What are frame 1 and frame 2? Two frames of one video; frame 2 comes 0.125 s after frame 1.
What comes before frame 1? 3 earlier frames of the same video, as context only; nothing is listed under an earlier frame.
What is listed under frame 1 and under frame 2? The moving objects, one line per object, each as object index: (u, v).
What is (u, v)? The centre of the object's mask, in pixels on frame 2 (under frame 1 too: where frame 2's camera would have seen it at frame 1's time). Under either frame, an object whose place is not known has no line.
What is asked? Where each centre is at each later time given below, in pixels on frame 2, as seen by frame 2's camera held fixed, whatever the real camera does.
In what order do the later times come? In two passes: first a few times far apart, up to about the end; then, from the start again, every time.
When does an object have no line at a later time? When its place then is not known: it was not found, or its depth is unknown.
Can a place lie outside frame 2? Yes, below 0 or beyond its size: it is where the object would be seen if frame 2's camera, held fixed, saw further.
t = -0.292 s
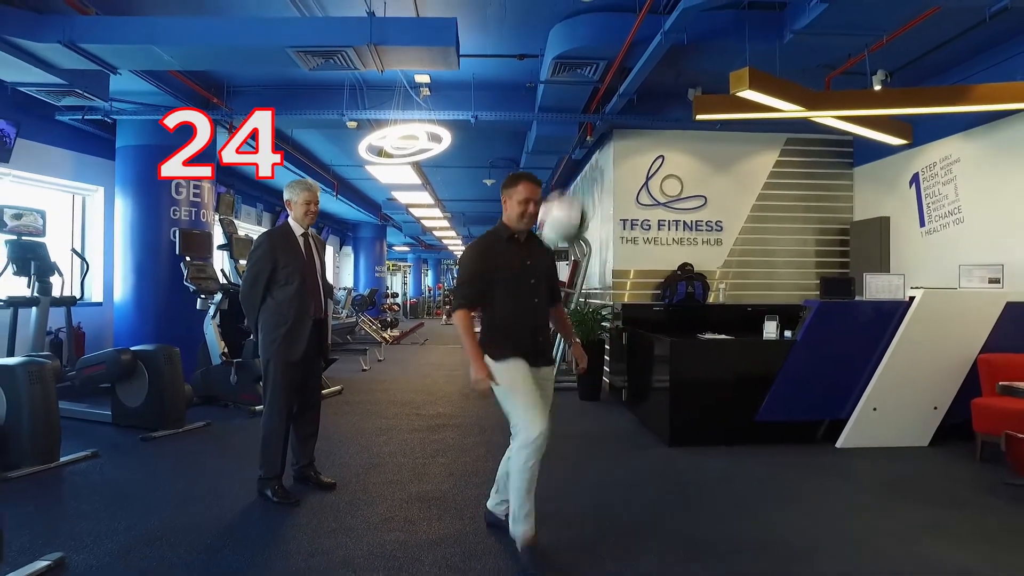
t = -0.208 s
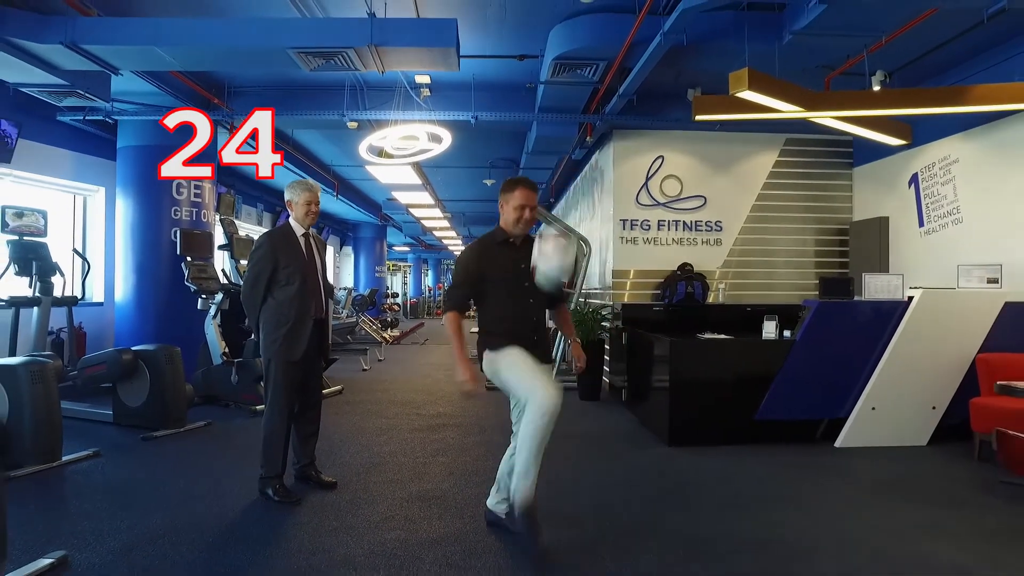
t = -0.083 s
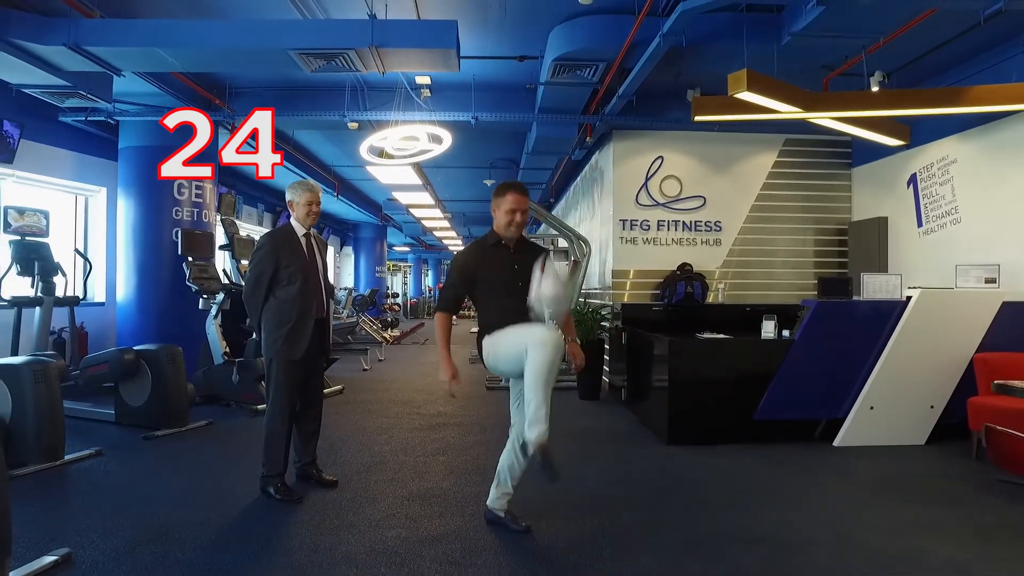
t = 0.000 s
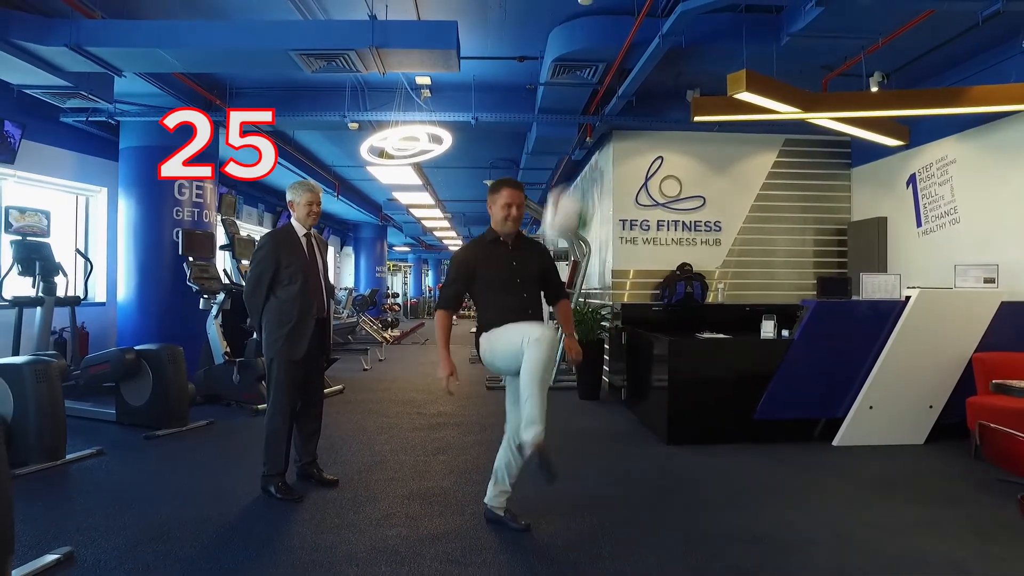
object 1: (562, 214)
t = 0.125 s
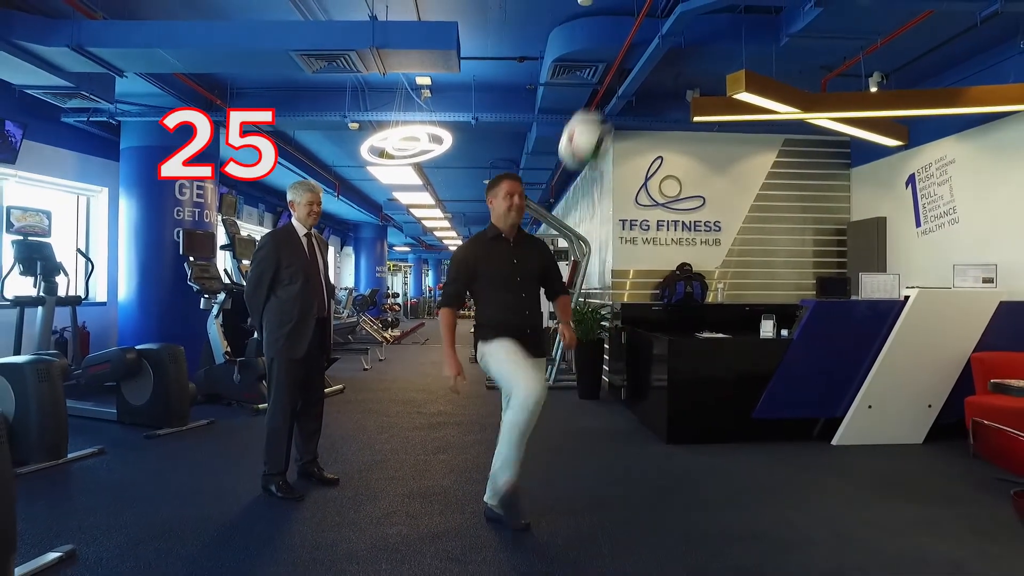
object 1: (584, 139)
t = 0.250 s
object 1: (604, 96)
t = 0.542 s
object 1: (651, 126)
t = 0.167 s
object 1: (591, 123)
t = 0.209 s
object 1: (598, 108)
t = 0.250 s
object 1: (604, 96)
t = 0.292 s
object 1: (611, 89)
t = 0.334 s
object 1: (618, 85)
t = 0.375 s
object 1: (624, 85)
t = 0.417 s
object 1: (631, 90)
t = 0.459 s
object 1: (638, 98)
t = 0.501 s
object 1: (644, 109)
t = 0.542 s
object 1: (651, 126)
